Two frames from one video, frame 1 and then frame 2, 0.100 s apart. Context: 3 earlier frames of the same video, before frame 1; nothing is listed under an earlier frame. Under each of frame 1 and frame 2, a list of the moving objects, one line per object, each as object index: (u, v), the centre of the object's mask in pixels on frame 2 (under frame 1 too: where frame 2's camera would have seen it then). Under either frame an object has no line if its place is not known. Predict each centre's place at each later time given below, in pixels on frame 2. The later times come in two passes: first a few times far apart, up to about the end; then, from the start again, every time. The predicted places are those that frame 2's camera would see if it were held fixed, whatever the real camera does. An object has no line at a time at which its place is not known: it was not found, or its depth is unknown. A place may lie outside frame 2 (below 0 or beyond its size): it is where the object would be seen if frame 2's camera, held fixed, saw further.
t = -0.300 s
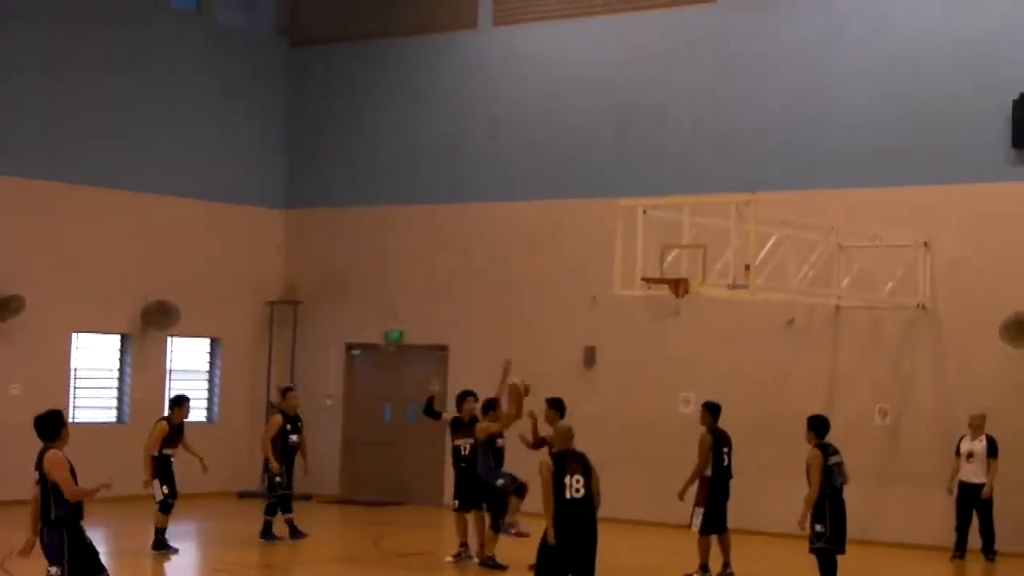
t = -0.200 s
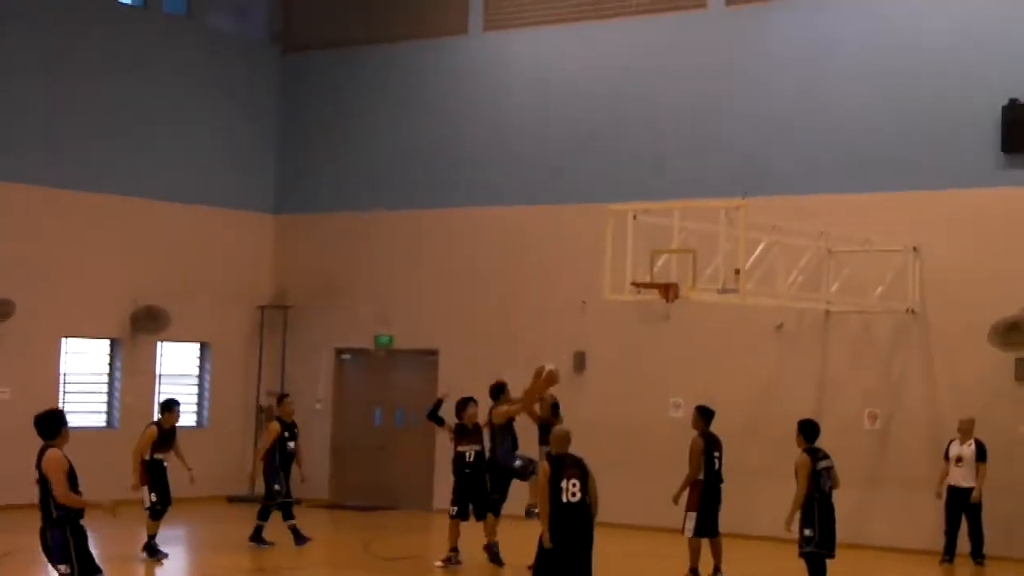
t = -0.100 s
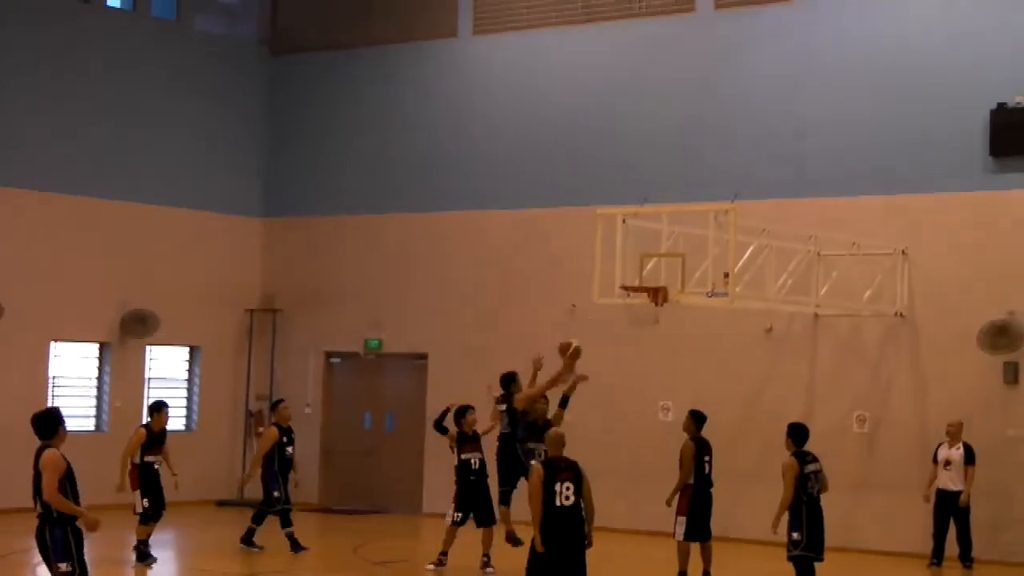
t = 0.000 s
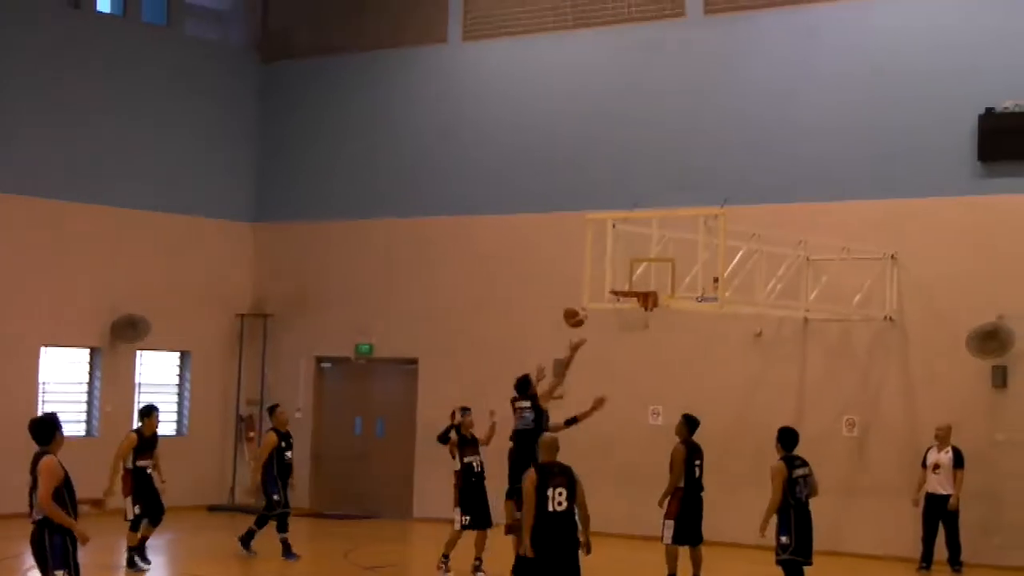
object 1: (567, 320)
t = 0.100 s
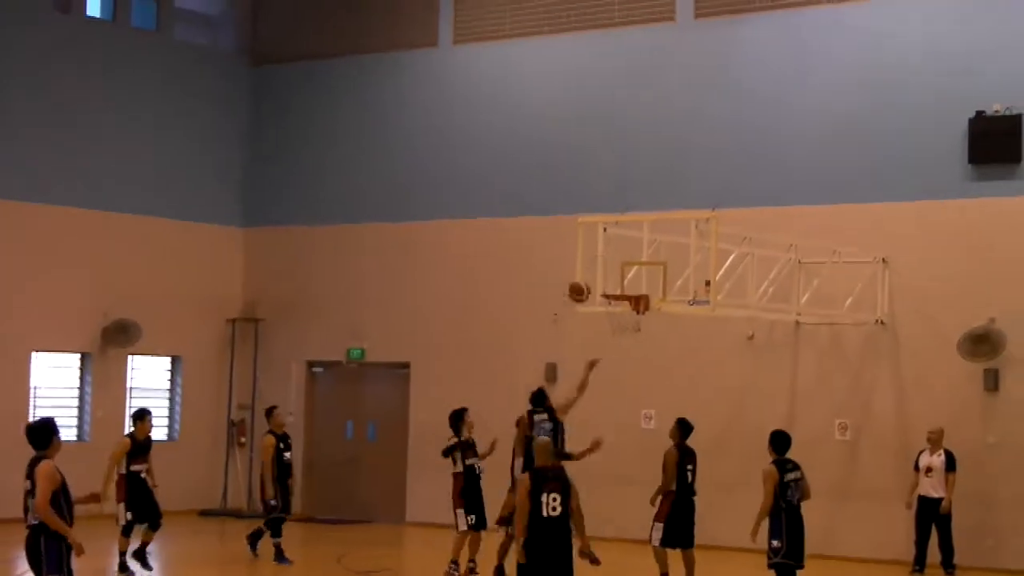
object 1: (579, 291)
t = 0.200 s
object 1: (591, 273)
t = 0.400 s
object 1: (614, 263)
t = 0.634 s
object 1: (636, 278)
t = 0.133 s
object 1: (583, 284)
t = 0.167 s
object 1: (588, 278)
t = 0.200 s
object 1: (591, 273)
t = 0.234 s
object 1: (595, 269)
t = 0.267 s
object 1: (599, 266)
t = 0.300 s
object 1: (604, 264)
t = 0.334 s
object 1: (607, 262)
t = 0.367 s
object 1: (610, 262)
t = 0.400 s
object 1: (614, 263)
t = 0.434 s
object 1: (617, 265)
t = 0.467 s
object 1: (621, 269)
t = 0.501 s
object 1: (625, 272)
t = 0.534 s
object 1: (629, 276)
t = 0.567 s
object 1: (632, 282)
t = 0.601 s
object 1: (635, 284)
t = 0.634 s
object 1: (636, 278)
